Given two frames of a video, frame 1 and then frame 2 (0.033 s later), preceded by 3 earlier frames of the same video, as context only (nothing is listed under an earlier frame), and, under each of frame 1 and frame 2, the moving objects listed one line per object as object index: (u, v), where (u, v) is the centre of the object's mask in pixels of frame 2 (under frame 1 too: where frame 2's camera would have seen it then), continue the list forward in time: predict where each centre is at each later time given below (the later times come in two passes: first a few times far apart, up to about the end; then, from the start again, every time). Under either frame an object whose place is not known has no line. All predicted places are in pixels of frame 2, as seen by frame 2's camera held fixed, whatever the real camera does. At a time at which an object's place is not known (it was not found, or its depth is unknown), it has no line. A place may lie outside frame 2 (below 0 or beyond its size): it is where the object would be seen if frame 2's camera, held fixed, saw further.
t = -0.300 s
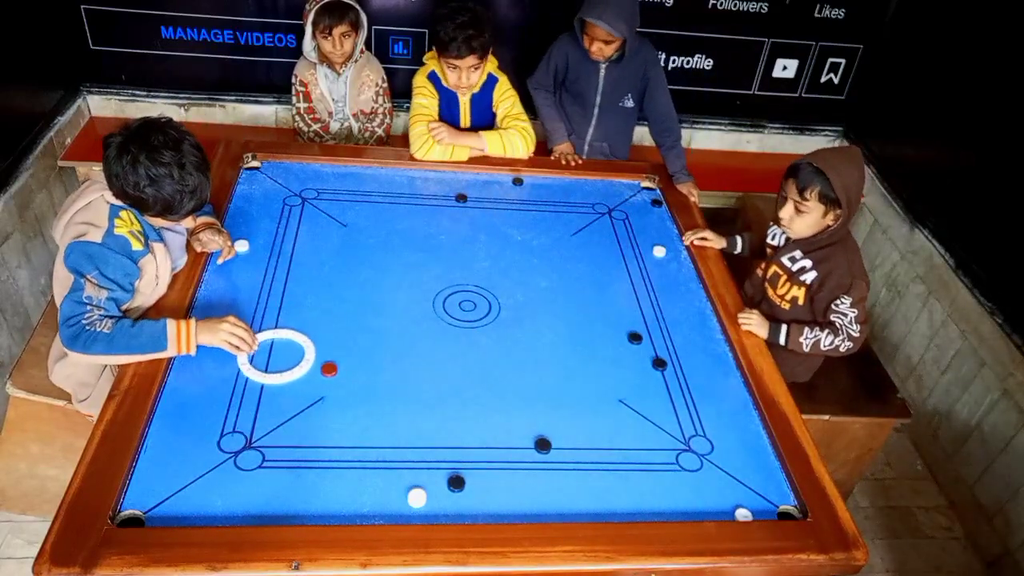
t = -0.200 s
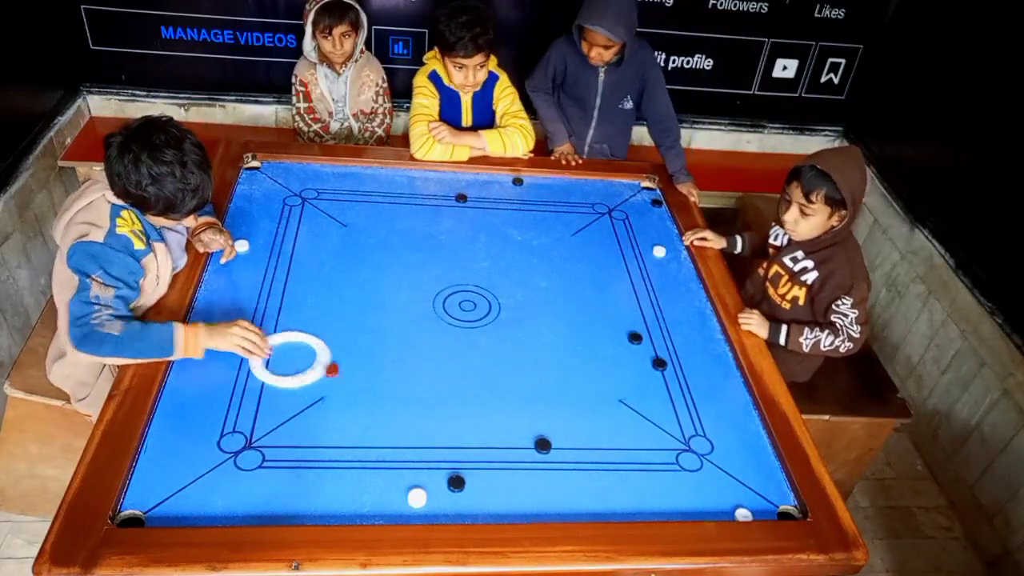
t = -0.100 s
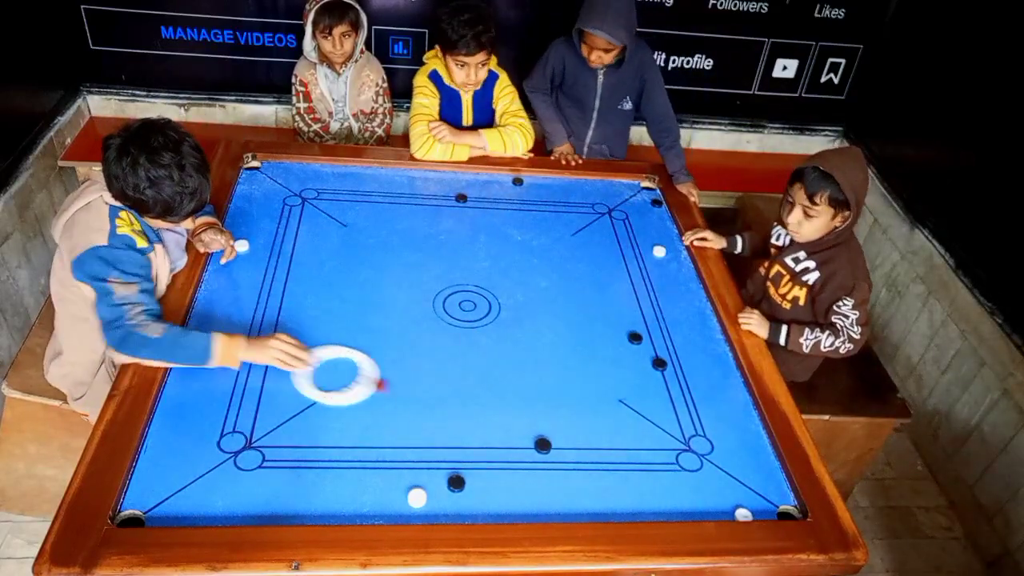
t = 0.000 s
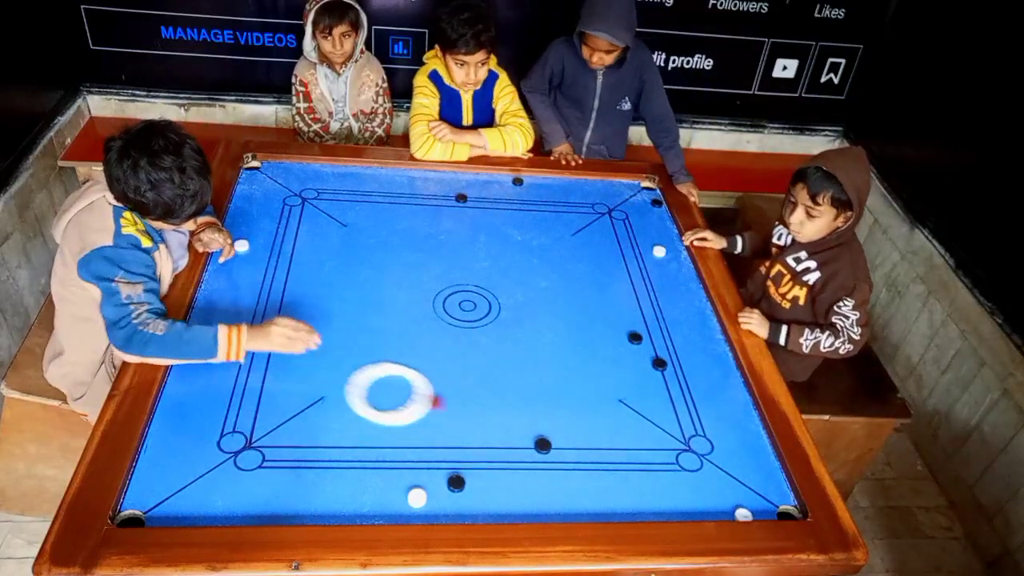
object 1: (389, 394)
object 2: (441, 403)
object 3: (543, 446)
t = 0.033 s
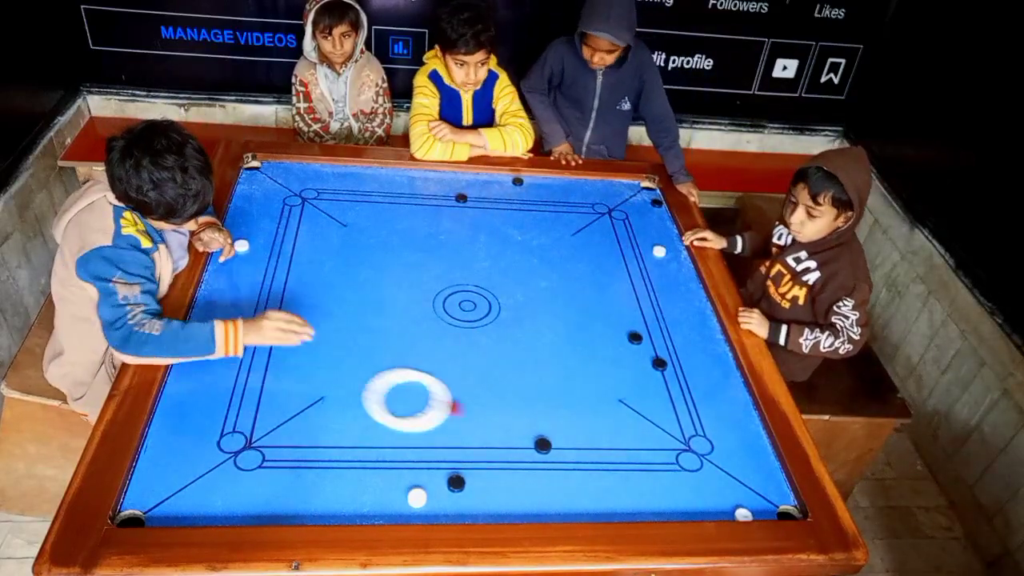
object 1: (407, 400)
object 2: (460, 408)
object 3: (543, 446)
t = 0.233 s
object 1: (514, 437)
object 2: (566, 431)
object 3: (558, 461)
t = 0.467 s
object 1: (628, 475)
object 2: (687, 430)
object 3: (647, 516)
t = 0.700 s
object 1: (726, 480)
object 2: (731, 427)
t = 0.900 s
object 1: (710, 473)
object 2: (666, 426)
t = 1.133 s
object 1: (646, 467)
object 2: (598, 424)
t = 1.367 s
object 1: (589, 461)
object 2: (535, 421)
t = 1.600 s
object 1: (539, 456)
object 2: (477, 419)
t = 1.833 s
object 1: (497, 451)
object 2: (423, 415)
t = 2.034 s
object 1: (468, 446)
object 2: (381, 412)
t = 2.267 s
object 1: (440, 442)
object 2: (337, 407)
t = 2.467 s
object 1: (422, 438)
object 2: (304, 402)
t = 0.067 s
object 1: (425, 406)
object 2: (477, 416)
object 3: (543, 446)
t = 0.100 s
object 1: (443, 413)
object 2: (497, 420)
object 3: (542, 446)
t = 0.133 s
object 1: (462, 419)
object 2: (514, 426)
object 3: (542, 446)
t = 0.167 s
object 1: (480, 425)
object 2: (531, 432)
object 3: (543, 446)
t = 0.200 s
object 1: (497, 431)
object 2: (549, 432)
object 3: (548, 450)
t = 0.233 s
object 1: (514, 437)
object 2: (566, 431)
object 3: (558, 461)
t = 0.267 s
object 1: (531, 443)
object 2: (584, 431)
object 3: (570, 472)
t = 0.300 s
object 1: (547, 449)
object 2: (602, 431)
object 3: (583, 483)
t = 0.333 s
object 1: (563, 454)
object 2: (620, 431)
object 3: (597, 494)
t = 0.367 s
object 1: (580, 460)
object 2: (637, 431)
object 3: (612, 506)
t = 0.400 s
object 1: (596, 466)
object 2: (653, 431)
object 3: (625, 515)
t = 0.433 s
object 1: (612, 471)
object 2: (670, 430)
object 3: (636, 514)
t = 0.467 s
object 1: (628, 475)
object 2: (687, 430)
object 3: (647, 516)
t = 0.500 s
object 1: (643, 478)
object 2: (703, 430)
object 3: (656, 517)
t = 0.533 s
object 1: (658, 479)
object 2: (719, 429)
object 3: (665, 517)
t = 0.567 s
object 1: (672, 480)
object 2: (734, 429)
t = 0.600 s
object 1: (687, 480)
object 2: (749, 428)
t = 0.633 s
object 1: (701, 481)
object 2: (754, 428)
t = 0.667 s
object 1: (714, 481)
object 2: (743, 428)
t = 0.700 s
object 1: (726, 480)
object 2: (731, 427)
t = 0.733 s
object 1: (738, 478)
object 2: (720, 427)
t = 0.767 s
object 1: (747, 477)
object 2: (709, 427)
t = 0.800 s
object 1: (739, 476)
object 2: (698, 427)
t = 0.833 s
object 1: (729, 475)
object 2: (687, 426)
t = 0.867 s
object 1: (720, 474)
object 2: (676, 426)
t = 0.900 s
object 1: (710, 473)
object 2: (666, 426)
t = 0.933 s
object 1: (701, 472)
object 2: (657, 426)
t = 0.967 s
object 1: (691, 471)
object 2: (647, 425)
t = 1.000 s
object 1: (682, 470)
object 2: (637, 425)
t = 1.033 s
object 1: (673, 470)
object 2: (627, 425)
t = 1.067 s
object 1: (664, 469)
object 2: (618, 424)
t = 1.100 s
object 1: (655, 468)
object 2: (608, 424)
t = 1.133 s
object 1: (646, 467)
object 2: (598, 424)
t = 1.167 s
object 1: (637, 466)
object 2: (589, 423)
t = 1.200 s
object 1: (629, 465)
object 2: (580, 423)
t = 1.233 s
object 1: (620, 464)
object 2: (571, 423)
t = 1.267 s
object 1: (612, 463)
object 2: (562, 423)
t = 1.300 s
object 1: (604, 463)
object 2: (553, 422)
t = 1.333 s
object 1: (596, 462)
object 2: (544, 422)
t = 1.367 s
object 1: (589, 461)
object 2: (535, 421)
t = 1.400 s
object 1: (581, 460)
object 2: (527, 421)
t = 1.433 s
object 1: (574, 459)
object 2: (518, 421)
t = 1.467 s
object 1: (567, 459)
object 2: (509, 420)
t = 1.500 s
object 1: (560, 458)
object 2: (501, 420)
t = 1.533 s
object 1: (553, 457)
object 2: (493, 420)
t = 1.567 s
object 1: (546, 456)
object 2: (485, 420)
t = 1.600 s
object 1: (539, 456)
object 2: (477, 419)
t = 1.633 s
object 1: (532, 455)
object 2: (468, 418)
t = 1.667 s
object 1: (526, 454)
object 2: (461, 418)
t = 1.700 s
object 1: (520, 454)
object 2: (453, 418)
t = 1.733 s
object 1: (514, 453)
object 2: (445, 417)
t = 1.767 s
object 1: (509, 452)
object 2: (438, 416)
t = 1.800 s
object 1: (503, 451)
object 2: (430, 416)
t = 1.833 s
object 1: (497, 451)
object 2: (423, 415)
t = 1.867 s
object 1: (492, 450)
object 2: (415, 415)
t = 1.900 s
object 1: (487, 449)
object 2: (408, 414)
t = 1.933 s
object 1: (482, 448)
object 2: (401, 414)
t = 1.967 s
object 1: (477, 448)
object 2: (394, 413)
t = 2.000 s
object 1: (472, 447)
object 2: (388, 412)
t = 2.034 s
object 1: (468, 446)
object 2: (381, 412)
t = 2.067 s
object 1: (463, 445)
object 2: (374, 411)
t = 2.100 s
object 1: (459, 445)
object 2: (368, 410)
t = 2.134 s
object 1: (455, 444)
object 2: (362, 410)
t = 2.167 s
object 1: (451, 443)
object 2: (355, 409)
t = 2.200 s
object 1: (447, 443)
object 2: (349, 408)
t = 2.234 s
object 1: (444, 442)
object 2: (343, 408)
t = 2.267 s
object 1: (440, 442)
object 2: (337, 407)
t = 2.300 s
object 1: (437, 441)
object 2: (331, 406)
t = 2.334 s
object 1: (434, 440)
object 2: (326, 405)
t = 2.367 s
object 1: (431, 440)
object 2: (320, 404)
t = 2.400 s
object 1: (428, 439)
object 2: (315, 404)
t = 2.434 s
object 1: (425, 439)
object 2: (310, 403)
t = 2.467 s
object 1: (422, 438)
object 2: (304, 402)
